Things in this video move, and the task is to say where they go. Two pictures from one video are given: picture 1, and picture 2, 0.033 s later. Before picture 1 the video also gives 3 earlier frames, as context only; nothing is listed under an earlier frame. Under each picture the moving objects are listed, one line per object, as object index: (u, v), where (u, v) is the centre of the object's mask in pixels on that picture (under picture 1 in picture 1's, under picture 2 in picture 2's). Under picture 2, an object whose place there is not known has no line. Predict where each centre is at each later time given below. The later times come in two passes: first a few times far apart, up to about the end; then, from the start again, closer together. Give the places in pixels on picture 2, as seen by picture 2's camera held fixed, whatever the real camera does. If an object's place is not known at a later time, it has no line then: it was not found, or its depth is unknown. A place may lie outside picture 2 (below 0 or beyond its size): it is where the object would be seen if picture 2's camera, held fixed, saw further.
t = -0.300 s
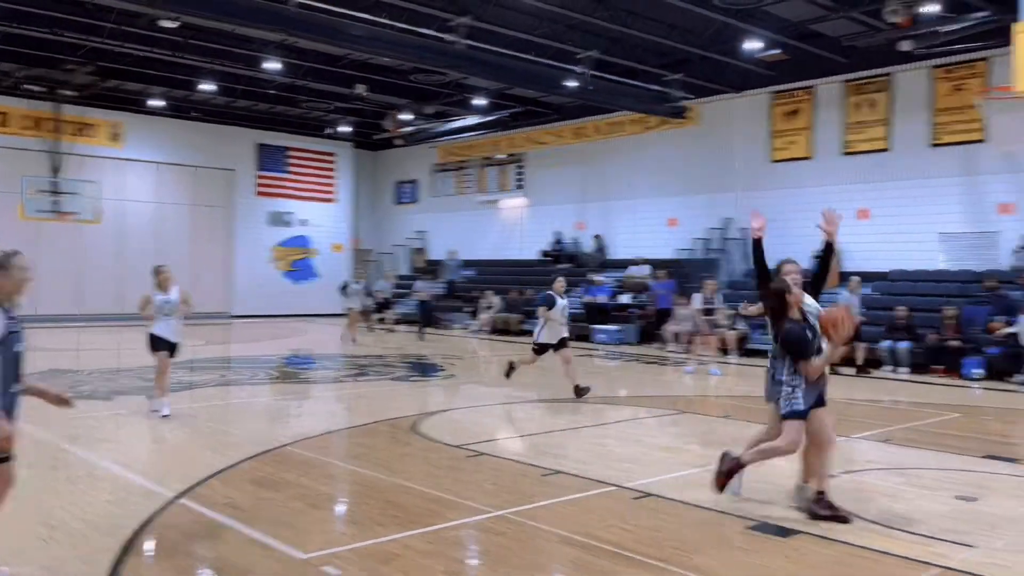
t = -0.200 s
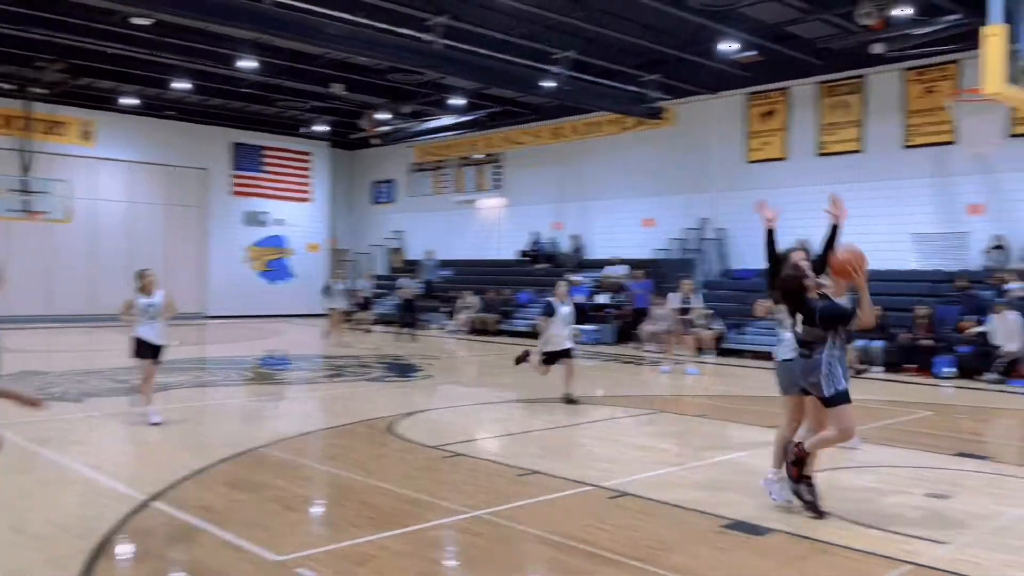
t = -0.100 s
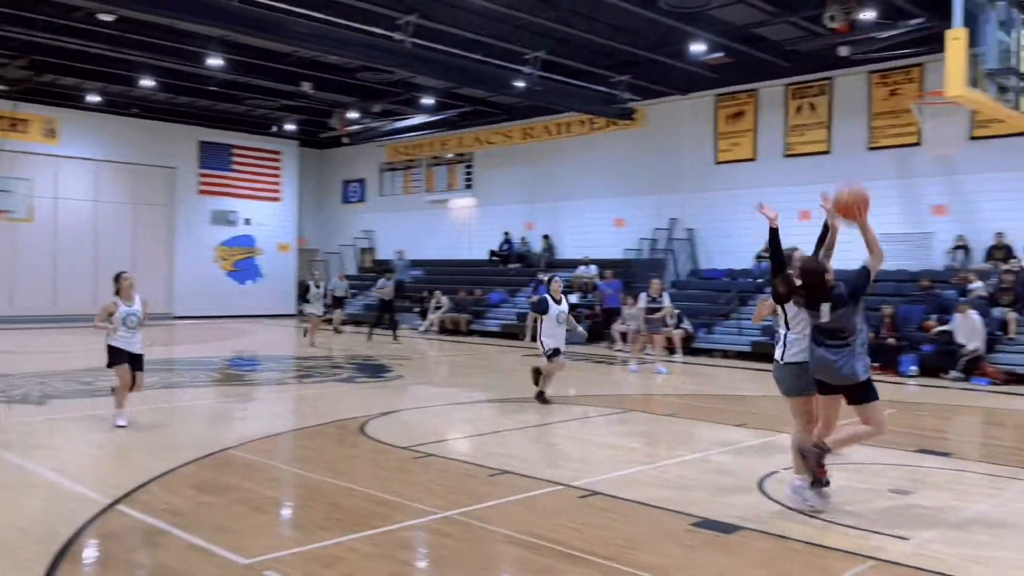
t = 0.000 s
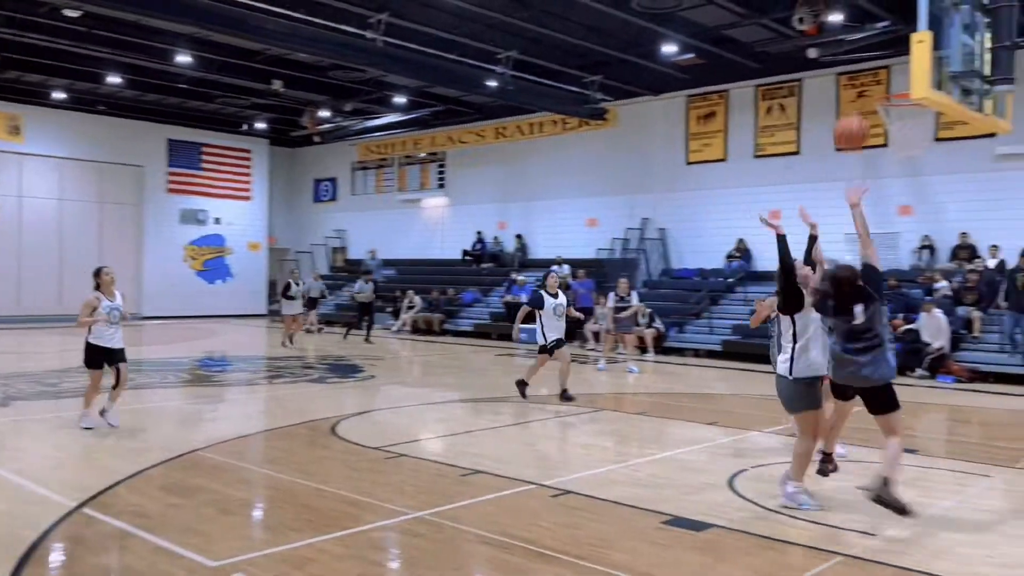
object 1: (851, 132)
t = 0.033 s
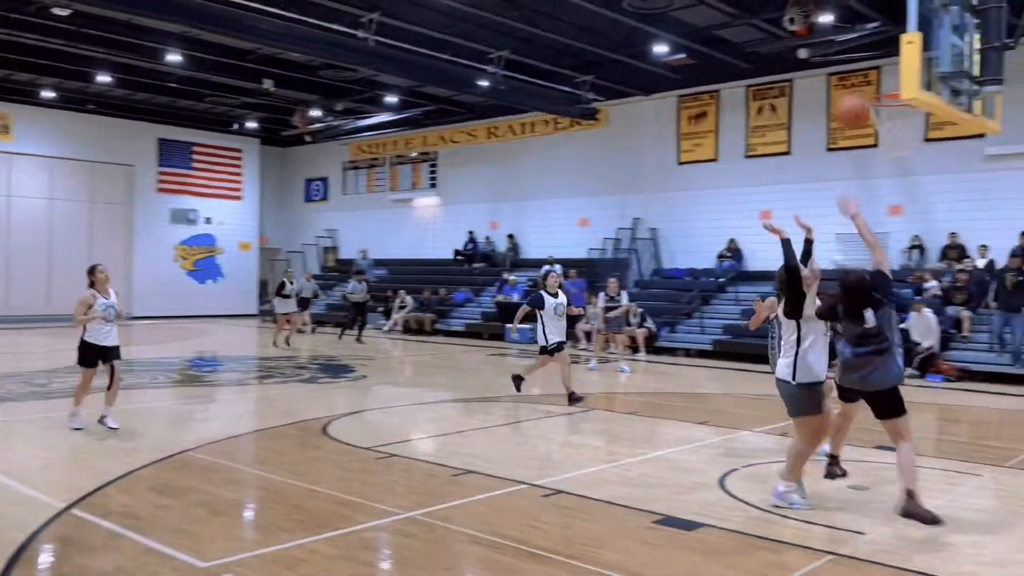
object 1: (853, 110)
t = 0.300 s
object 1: (893, 22)
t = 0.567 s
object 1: (883, 50)
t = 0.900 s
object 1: (886, 88)
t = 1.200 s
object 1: (903, 106)
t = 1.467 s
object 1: (876, 143)
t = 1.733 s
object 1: (859, 214)
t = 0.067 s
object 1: (863, 92)
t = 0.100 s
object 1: (873, 77)
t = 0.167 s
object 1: (889, 46)
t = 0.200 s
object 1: (894, 34)
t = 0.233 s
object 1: (894, 29)
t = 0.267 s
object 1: (894, 25)
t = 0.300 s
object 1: (893, 22)
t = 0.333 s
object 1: (893, 21)
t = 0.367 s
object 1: (892, 21)
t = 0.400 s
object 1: (891, 23)
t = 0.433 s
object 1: (890, 25)
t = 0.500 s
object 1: (886, 35)
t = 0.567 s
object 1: (883, 50)
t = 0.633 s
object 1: (878, 71)
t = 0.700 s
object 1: (876, 88)
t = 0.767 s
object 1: (888, 93)
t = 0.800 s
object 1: (890, 95)
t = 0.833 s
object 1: (888, 96)
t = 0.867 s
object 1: (891, 90)
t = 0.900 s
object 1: (886, 88)
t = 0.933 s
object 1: (880, 88)
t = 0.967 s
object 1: (877, 89)
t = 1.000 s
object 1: (881, 87)
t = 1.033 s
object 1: (882, 85)
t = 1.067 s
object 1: (887, 86)
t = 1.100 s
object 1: (888, 89)
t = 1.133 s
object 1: (890, 90)
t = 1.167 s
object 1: (889, 98)
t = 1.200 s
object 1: (903, 106)
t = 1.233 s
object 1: (904, 109)
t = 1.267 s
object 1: (901, 111)
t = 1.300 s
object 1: (895, 113)
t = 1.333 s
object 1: (890, 117)
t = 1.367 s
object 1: (886, 127)
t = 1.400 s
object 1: (880, 134)
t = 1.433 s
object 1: (877, 137)
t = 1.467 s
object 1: (876, 143)
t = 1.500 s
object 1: (872, 149)
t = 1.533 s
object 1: (870, 153)
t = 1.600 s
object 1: (866, 166)
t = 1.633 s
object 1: (865, 176)
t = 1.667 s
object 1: (863, 187)
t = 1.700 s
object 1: (861, 200)
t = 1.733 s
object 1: (859, 214)
